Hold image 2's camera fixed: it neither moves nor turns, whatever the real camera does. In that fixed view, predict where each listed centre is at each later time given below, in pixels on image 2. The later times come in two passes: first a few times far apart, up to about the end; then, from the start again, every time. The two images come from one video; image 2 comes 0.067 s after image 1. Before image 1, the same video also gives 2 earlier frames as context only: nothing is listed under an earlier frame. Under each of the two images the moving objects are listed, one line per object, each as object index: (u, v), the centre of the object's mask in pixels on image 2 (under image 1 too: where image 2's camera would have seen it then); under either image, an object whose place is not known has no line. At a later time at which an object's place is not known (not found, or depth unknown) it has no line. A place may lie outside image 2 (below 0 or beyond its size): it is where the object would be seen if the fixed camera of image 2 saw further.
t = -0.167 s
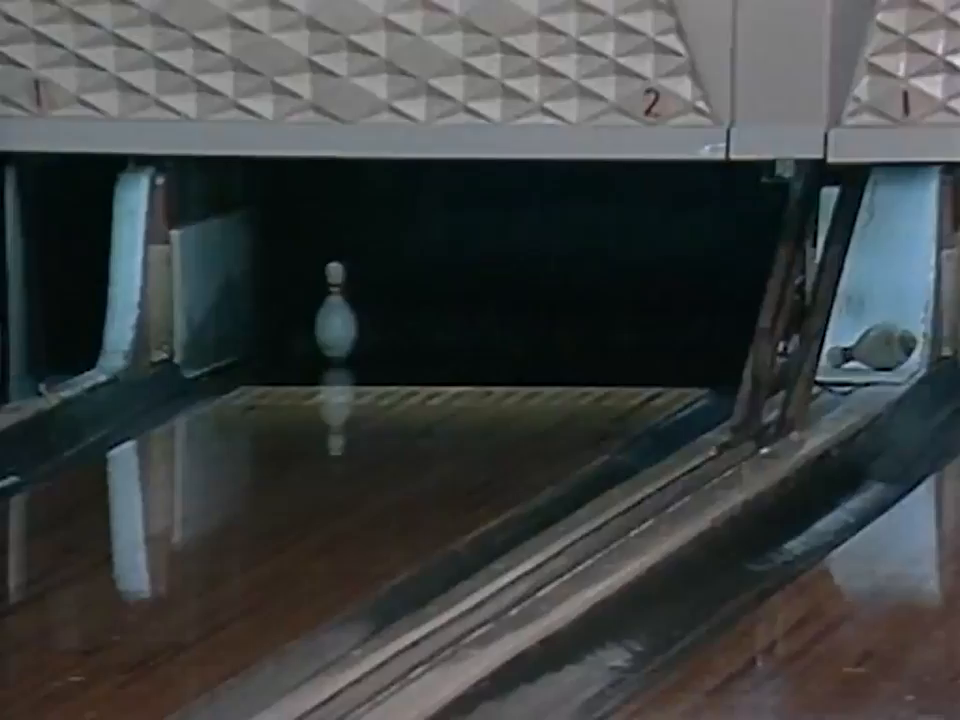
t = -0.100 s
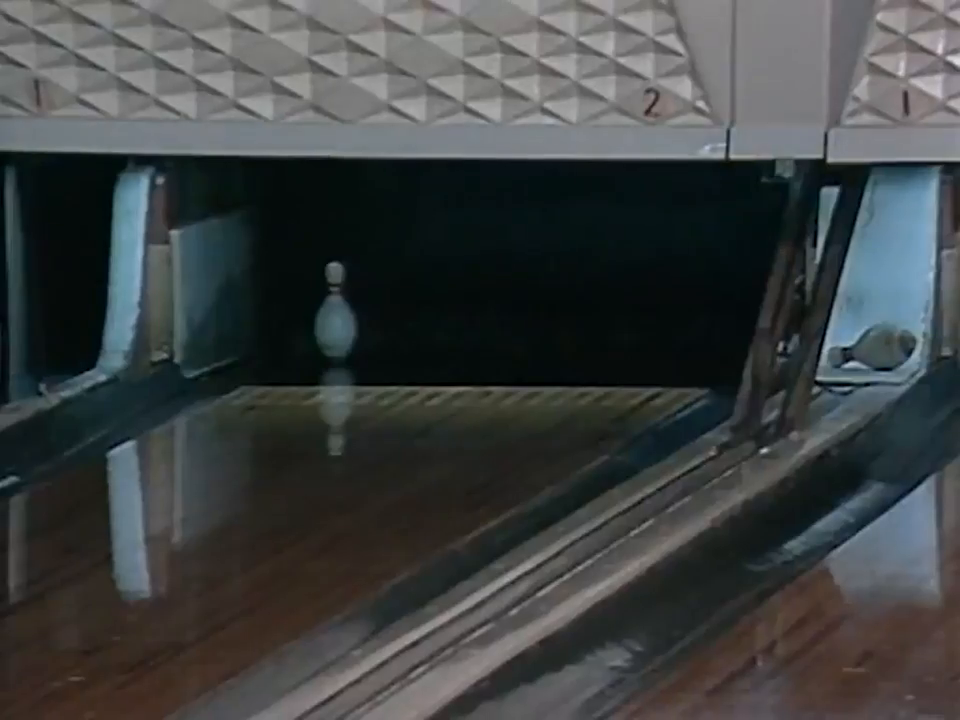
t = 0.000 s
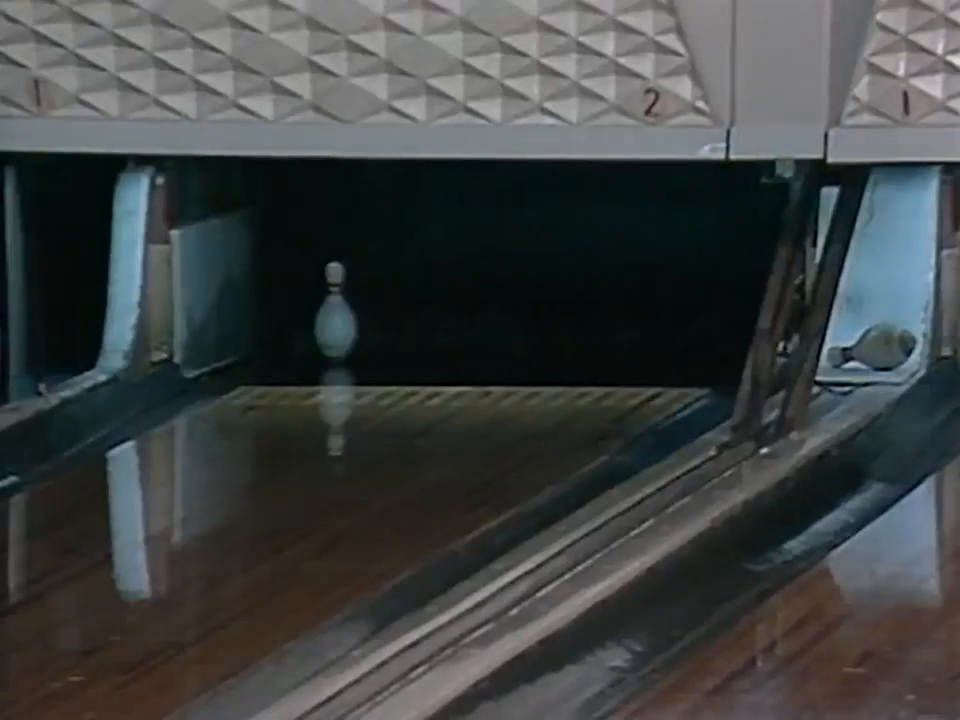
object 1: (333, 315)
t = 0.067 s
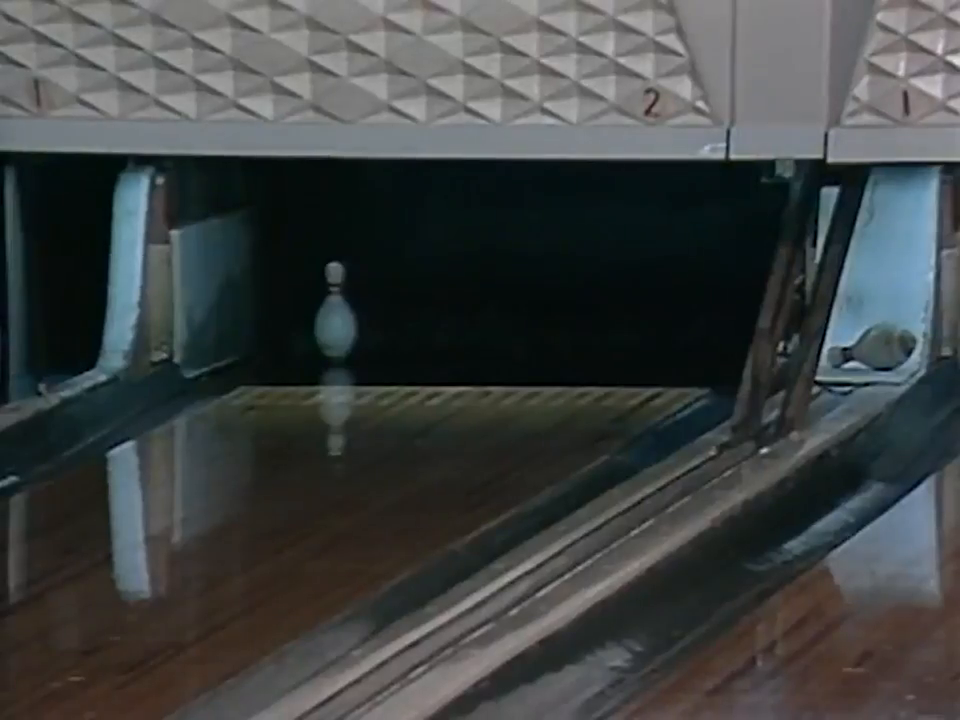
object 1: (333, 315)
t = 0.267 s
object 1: (333, 315)
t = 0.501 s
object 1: (333, 315)
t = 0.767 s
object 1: (333, 315)
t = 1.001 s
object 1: (331, 305)
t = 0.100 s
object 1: (333, 315)
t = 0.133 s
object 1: (333, 315)
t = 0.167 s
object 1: (333, 315)
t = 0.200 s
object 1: (333, 315)
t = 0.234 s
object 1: (333, 315)
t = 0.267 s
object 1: (333, 315)
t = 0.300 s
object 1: (333, 315)
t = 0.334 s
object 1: (333, 315)
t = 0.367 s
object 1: (333, 315)
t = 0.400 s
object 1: (333, 315)
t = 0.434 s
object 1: (333, 315)
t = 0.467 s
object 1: (333, 315)
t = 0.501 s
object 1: (333, 315)
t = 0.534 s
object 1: (333, 315)
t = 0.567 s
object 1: (333, 315)
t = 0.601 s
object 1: (333, 315)
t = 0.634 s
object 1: (333, 315)
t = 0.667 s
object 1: (333, 315)
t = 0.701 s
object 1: (333, 315)
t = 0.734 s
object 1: (333, 315)
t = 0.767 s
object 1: (333, 315)
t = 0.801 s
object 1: (333, 315)
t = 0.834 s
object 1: (333, 315)
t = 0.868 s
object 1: (333, 315)
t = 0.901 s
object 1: (333, 314)
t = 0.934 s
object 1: (333, 307)
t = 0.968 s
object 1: (332, 300)
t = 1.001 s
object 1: (331, 305)
